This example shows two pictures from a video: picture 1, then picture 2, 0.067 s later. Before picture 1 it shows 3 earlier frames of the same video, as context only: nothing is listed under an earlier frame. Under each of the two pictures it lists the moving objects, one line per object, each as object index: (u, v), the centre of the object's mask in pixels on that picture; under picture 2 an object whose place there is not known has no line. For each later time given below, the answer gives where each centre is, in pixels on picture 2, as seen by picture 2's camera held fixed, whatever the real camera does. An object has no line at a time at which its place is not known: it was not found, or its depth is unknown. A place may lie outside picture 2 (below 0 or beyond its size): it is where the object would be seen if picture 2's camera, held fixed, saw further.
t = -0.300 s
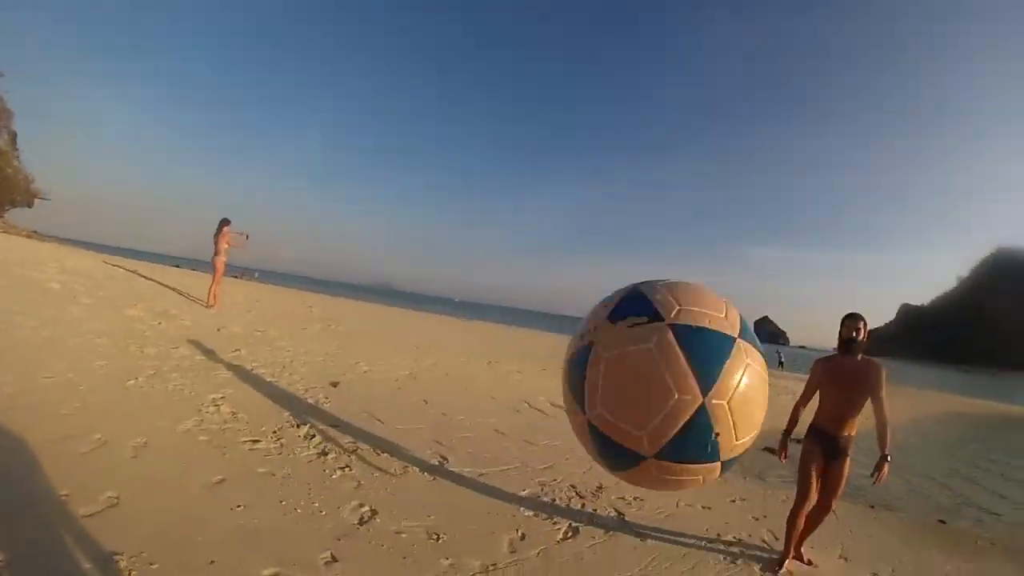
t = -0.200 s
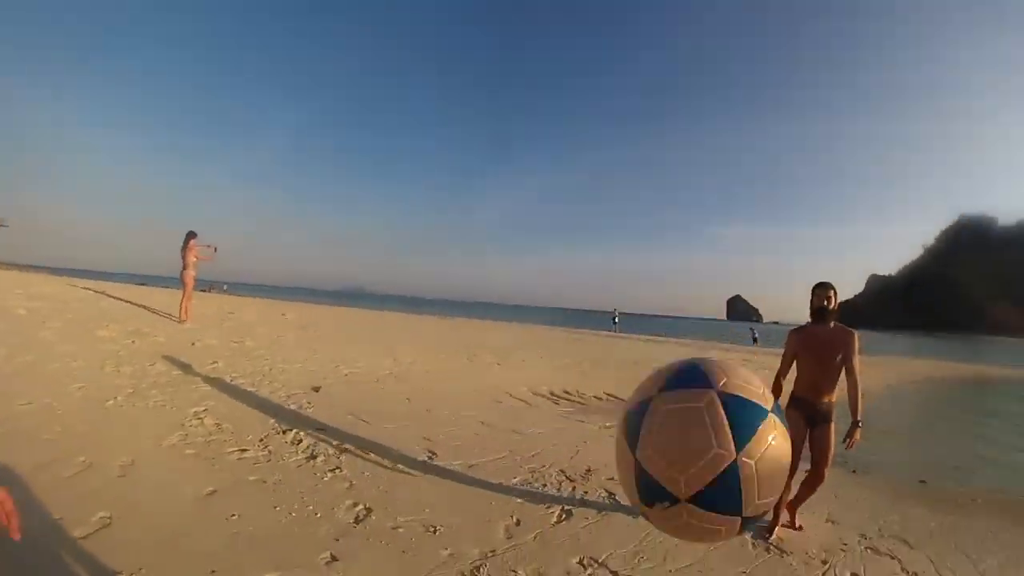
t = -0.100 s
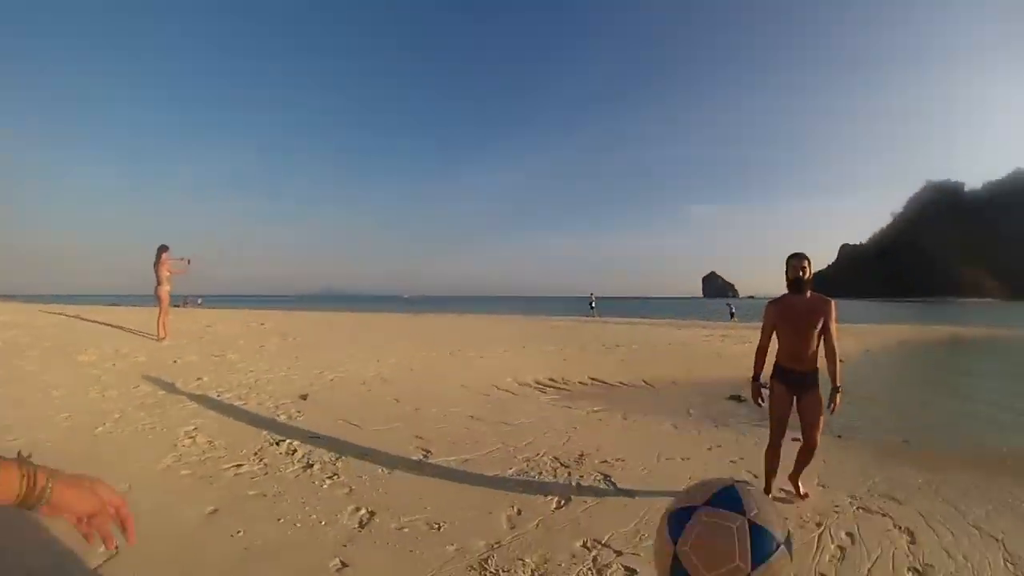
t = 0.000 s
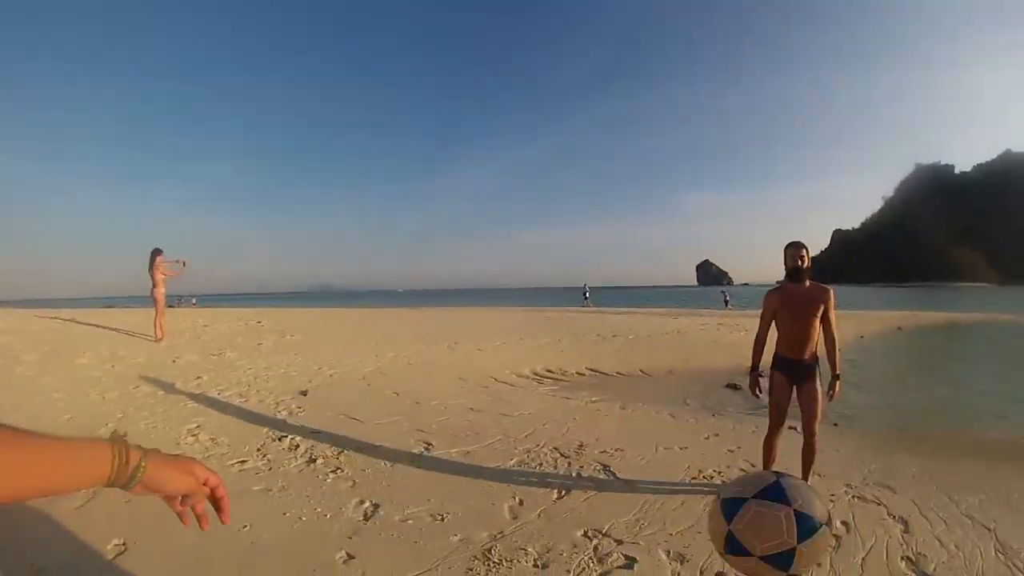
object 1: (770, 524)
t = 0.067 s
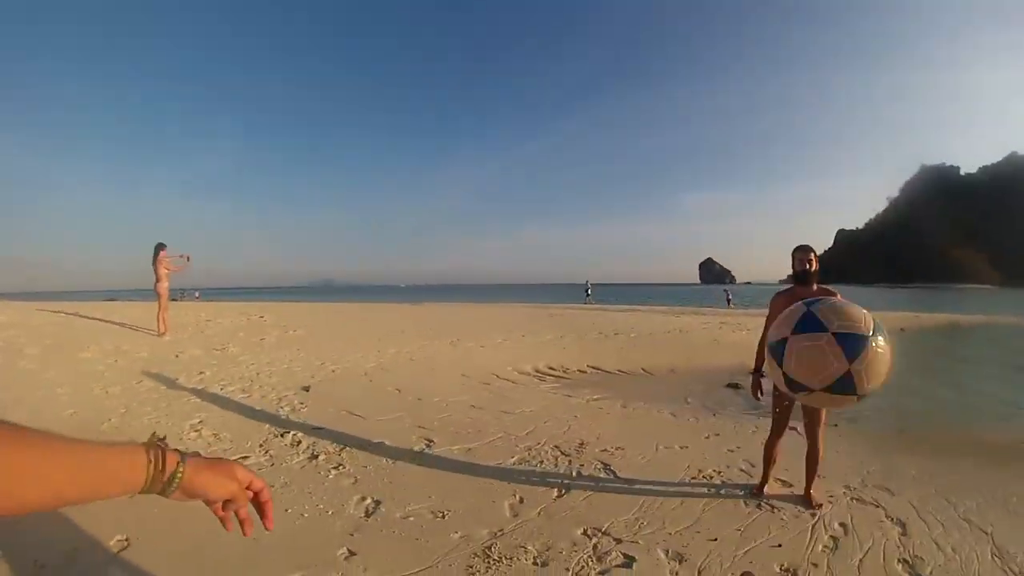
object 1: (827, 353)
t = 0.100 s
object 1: (846, 270)
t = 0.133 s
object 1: (859, 197)
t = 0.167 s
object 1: (868, 132)
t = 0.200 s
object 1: (872, 74)
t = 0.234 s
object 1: (877, 31)
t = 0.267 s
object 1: (883, 5)
